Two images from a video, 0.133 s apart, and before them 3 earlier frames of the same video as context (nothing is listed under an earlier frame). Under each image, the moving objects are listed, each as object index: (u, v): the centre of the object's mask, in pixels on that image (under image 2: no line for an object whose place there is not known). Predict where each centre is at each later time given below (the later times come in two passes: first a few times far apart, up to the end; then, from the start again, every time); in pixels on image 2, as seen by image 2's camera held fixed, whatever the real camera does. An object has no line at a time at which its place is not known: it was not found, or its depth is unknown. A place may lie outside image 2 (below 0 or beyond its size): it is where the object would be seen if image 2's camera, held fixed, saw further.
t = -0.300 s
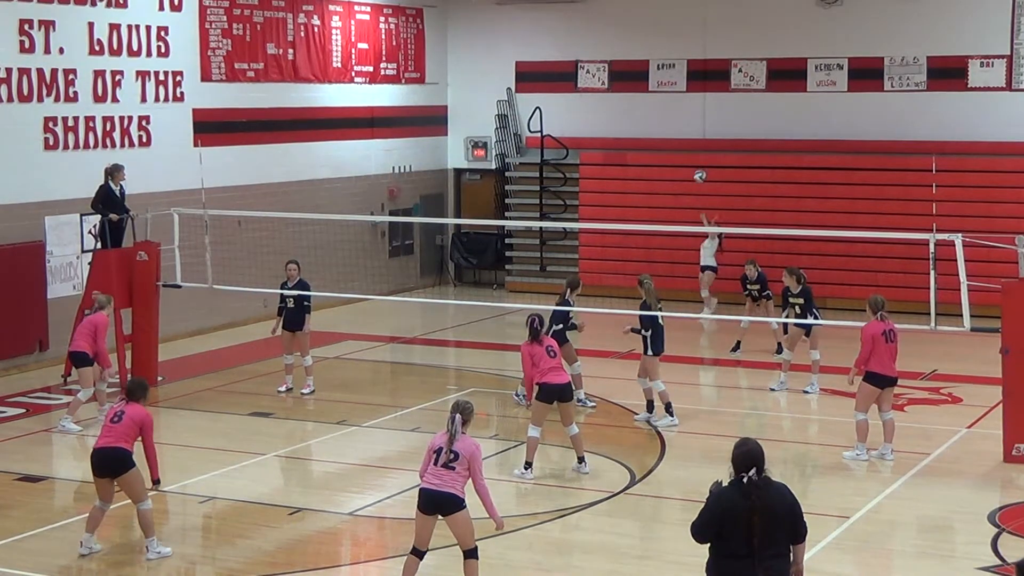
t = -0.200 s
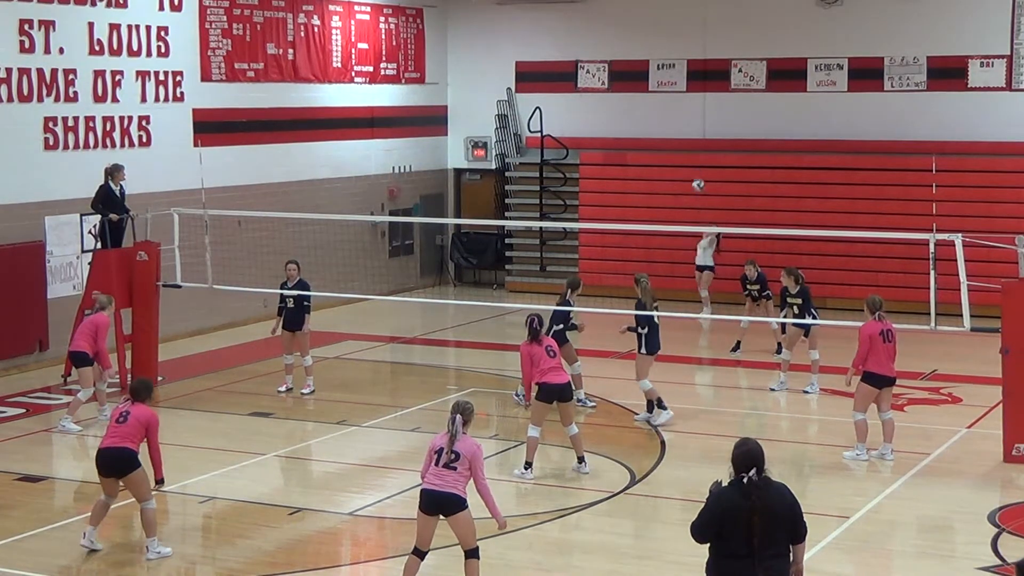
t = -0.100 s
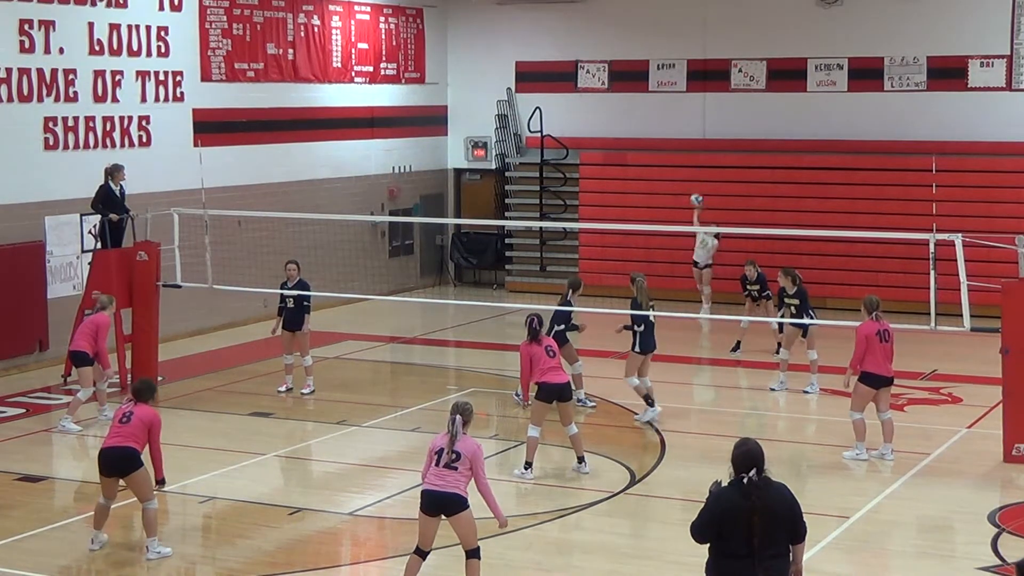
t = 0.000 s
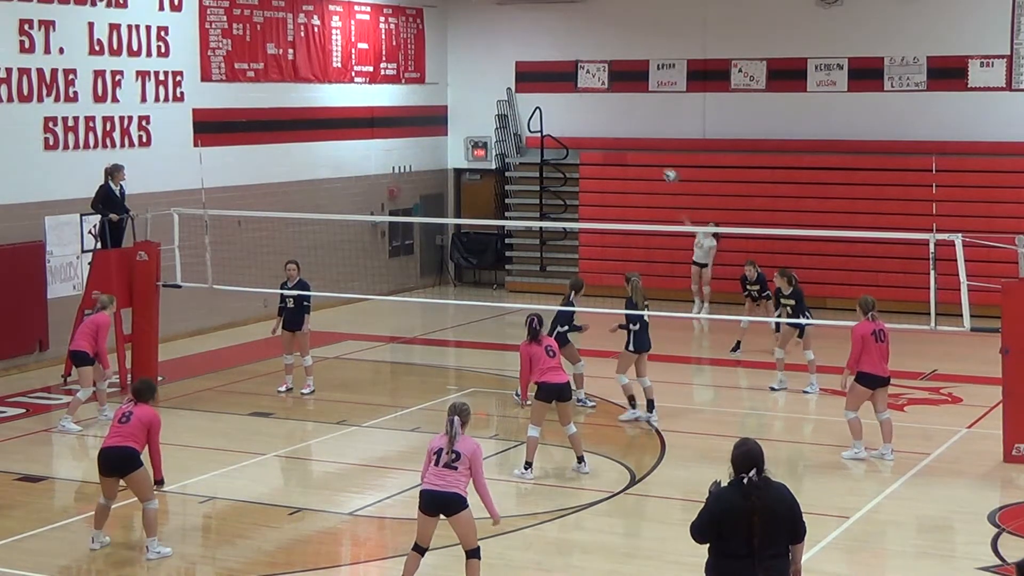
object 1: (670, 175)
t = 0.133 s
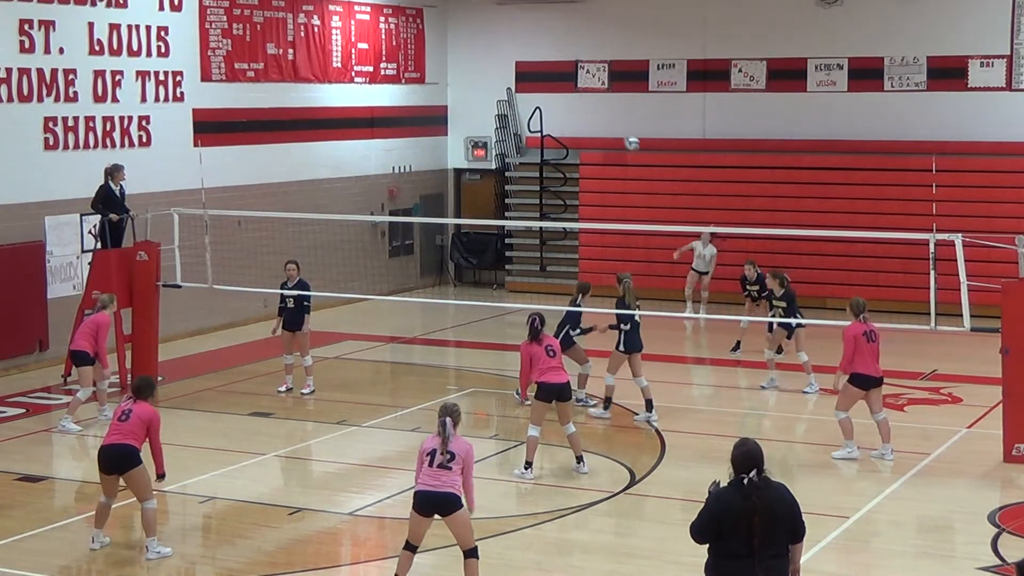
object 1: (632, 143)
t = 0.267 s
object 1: (591, 120)
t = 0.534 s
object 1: (495, 116)
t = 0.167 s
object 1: (622, 136)
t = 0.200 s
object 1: (611, 130)
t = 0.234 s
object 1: (601, 125)
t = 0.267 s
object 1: (591, 120)
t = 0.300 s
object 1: (580, 116)
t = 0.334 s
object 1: (569, 113)
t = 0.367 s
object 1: (558, 111)
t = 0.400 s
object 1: (546, 110)
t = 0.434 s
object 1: (535, 110)
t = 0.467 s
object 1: (521, 111)
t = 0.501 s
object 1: (509, 112)
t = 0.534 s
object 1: (495, 116)
